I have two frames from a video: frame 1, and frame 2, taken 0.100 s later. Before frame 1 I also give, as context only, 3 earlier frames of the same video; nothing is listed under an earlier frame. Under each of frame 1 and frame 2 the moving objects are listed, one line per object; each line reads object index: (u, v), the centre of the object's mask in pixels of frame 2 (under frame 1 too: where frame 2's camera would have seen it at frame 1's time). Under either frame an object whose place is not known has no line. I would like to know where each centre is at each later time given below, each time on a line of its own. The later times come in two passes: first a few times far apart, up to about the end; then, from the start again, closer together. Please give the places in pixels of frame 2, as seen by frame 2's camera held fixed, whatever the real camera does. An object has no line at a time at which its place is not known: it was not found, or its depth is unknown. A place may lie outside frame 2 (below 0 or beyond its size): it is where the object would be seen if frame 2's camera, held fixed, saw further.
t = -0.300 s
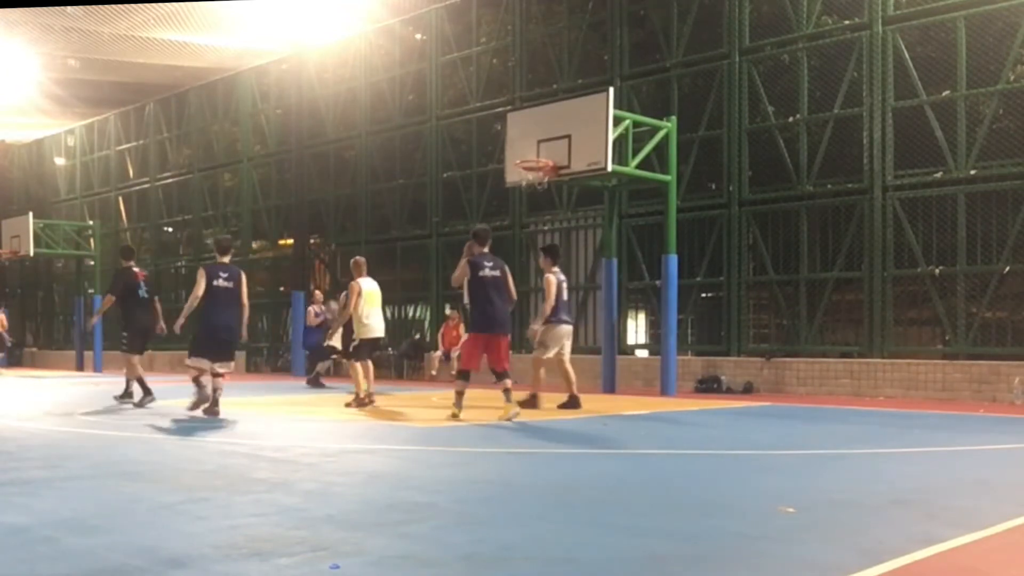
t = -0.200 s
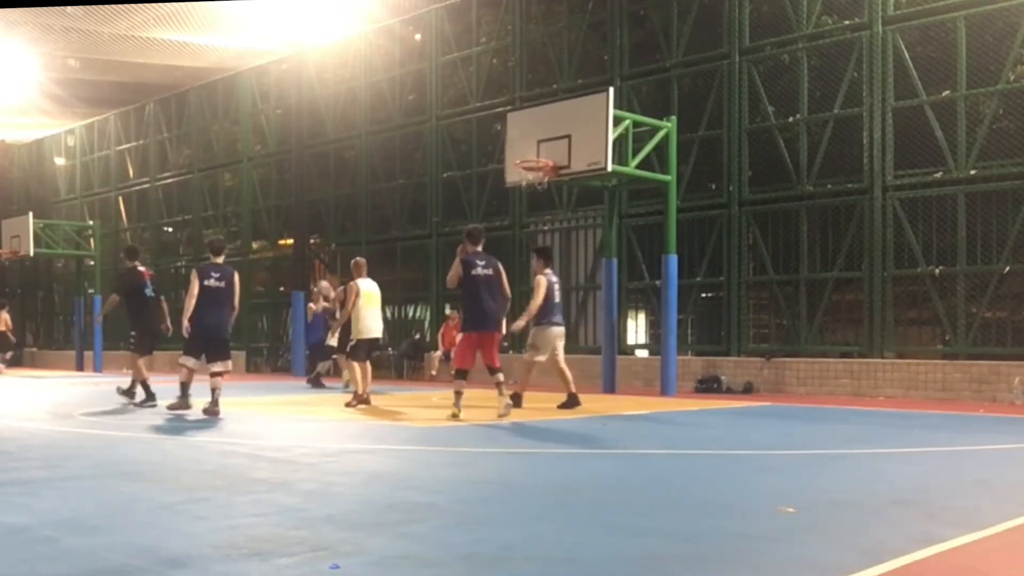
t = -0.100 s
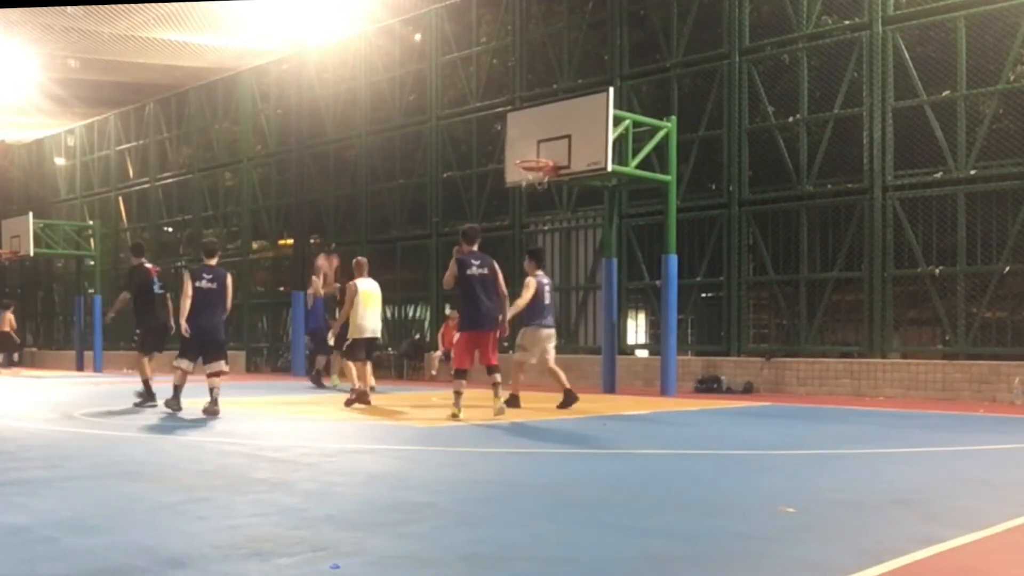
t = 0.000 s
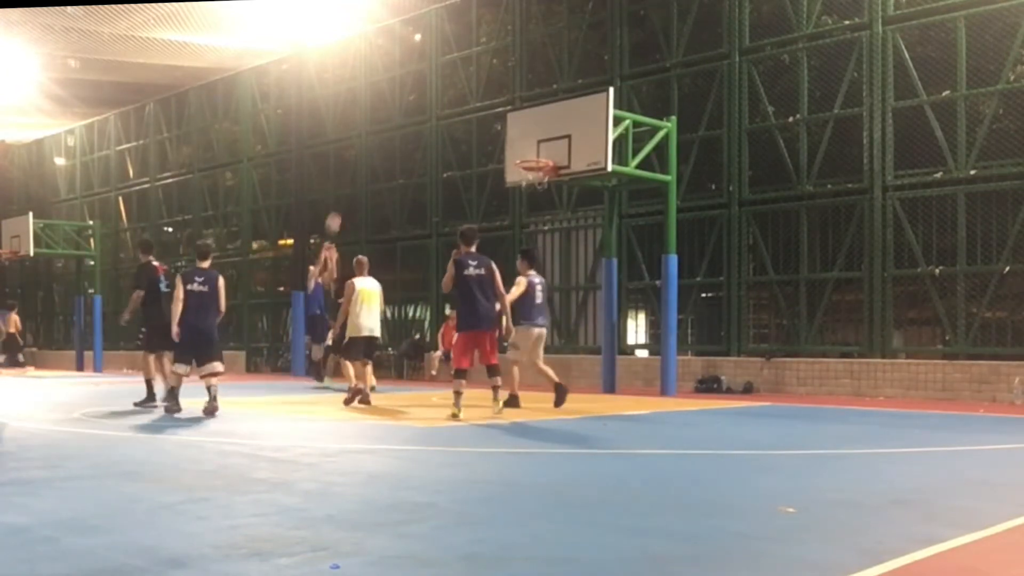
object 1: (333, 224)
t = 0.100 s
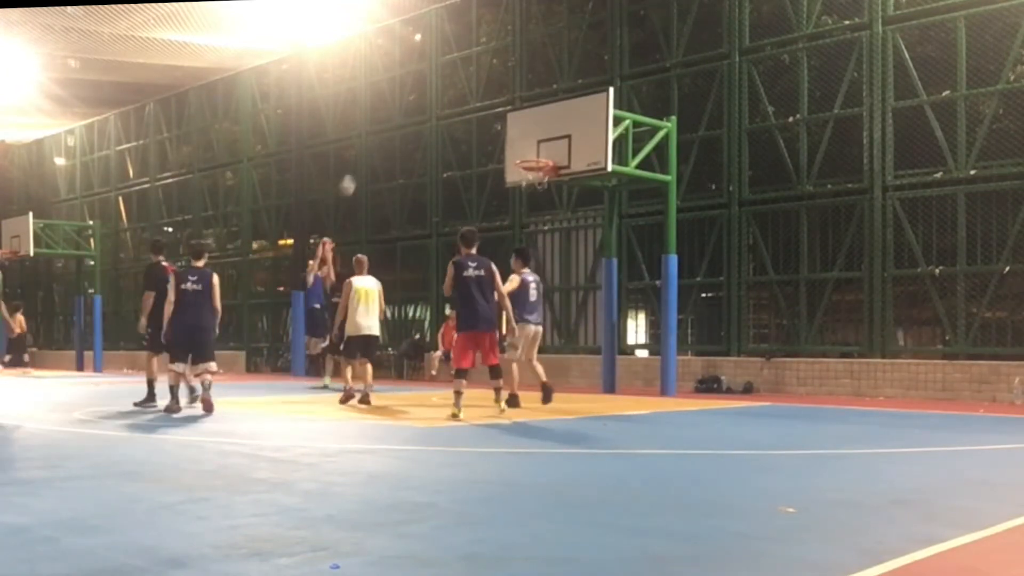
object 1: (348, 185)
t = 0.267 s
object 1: (372, 134)
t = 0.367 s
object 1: (388, 110)
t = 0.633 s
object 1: (432, 76)
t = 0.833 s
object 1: (467, 81)
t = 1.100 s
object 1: (518, 132)
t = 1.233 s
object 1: (542, 149)
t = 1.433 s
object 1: (542, 147)
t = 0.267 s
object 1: (372, 134)
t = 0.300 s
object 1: (378, 125)
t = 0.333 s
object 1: (383, 118)
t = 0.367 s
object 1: (388, 110)
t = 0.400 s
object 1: (394, 103)
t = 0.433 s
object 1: (399, 97)
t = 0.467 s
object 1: (405, 92)
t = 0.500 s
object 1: (410, 88)
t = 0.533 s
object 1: (415, 84)
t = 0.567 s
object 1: (421, 80)
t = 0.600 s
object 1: (427, 77)
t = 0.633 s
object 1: (432, 76)
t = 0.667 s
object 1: (437, 75)
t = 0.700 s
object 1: (443, 74)
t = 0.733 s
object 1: (450, 74)
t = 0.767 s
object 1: (455, 76)
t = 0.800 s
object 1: (461, 78)
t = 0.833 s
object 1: (467, 81)
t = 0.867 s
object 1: (473, 84)
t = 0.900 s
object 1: (480, 87)
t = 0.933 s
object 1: (487, 93)
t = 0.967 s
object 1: (493, 100)
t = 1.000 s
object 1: (499, 106)
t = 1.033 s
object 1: (505, 115)
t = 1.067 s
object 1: (511, 123)
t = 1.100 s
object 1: (518, 132)
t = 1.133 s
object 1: (526, 143)
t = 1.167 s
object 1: (532, 153)
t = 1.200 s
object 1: (537, 151)
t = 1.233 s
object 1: (542, 149)
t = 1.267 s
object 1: (545, 149)
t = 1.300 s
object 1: (551, 148)
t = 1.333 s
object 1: (554, 149)
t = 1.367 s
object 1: (550, 147)
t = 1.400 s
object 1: (545, 147)
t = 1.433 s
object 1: (542, 147)
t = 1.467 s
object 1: (538, 149)
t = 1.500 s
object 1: (535, 150)
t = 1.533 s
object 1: (531, 153)
